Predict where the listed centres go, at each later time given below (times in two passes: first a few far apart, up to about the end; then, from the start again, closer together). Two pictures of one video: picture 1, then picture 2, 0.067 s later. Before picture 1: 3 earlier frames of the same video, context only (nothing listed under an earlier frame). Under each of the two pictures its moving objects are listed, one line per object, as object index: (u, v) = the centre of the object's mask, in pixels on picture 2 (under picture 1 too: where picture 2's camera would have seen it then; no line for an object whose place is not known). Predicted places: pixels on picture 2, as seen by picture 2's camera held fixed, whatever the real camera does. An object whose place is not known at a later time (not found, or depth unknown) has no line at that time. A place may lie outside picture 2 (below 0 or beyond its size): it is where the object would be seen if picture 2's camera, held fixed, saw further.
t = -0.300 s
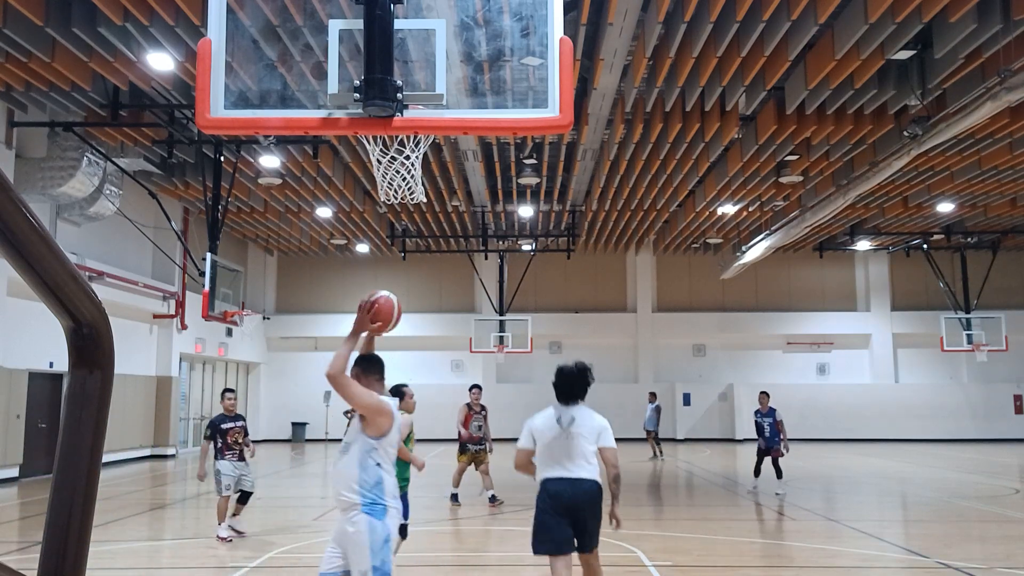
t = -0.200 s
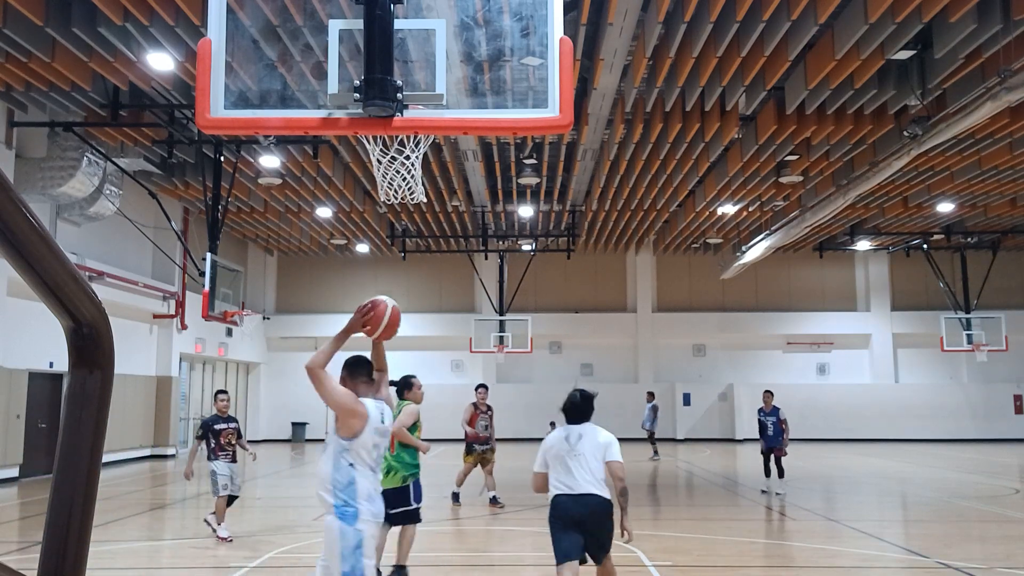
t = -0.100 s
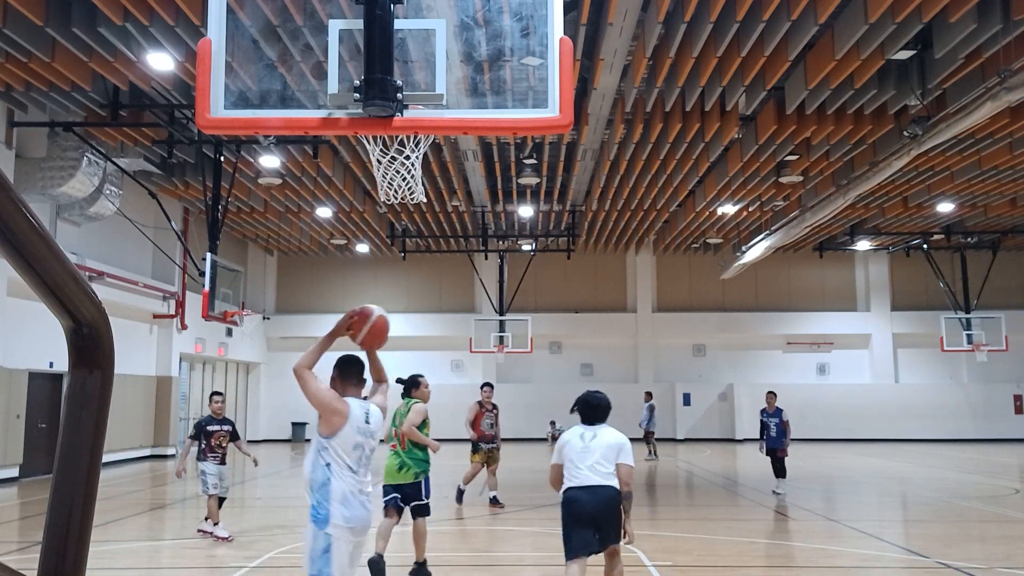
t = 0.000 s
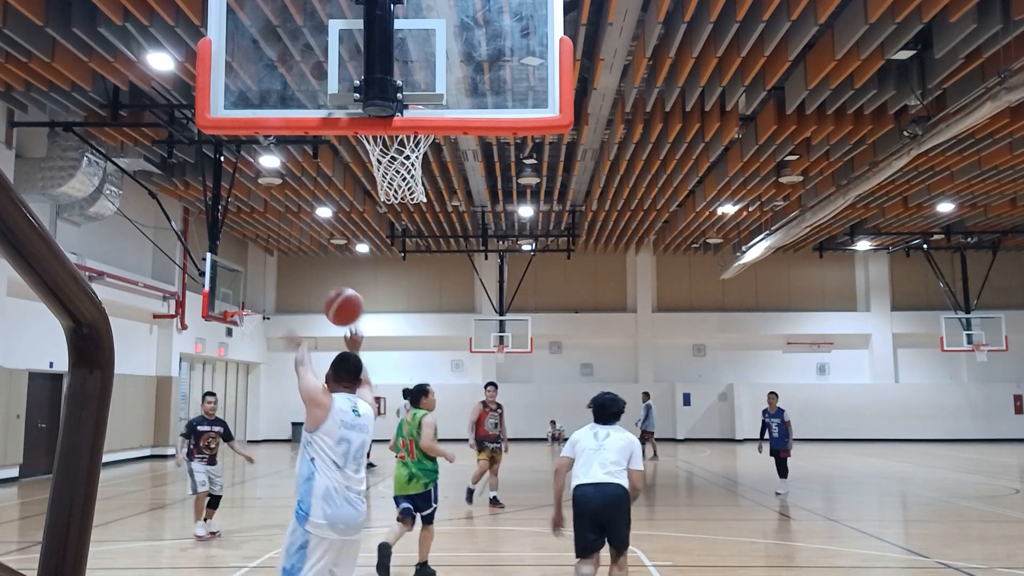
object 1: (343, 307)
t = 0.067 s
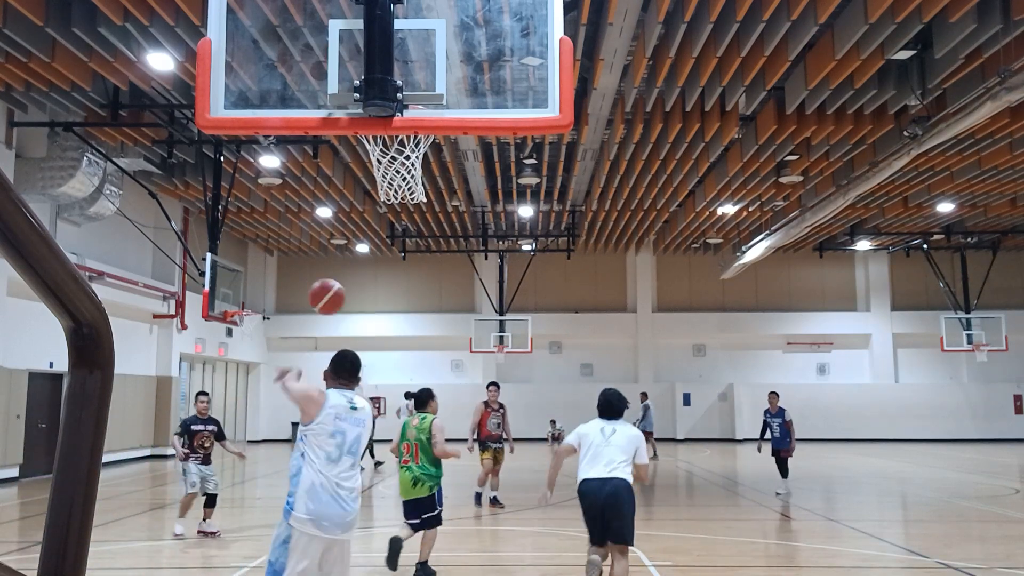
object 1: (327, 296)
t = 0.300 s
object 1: (285, 309)
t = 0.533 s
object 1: (255, 366)
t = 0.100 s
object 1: (320, 294)
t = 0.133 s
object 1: (313, 294)
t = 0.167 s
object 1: (307, 295)
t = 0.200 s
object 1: (301, 297)
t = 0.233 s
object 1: (295, 300)
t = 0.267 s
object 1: (290, 304)
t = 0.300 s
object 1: (285, 309)
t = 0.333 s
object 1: (280, 315)
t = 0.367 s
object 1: (276, 322)
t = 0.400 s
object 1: (272, 330)
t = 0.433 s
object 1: (267, 338)
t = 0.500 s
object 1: (259, 356)
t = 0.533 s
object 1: (255, 366)
